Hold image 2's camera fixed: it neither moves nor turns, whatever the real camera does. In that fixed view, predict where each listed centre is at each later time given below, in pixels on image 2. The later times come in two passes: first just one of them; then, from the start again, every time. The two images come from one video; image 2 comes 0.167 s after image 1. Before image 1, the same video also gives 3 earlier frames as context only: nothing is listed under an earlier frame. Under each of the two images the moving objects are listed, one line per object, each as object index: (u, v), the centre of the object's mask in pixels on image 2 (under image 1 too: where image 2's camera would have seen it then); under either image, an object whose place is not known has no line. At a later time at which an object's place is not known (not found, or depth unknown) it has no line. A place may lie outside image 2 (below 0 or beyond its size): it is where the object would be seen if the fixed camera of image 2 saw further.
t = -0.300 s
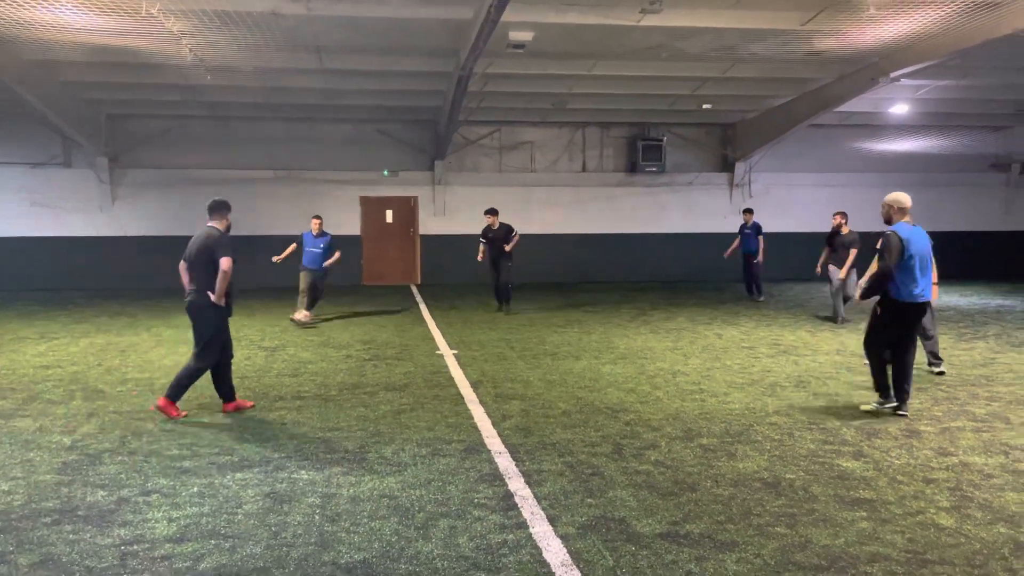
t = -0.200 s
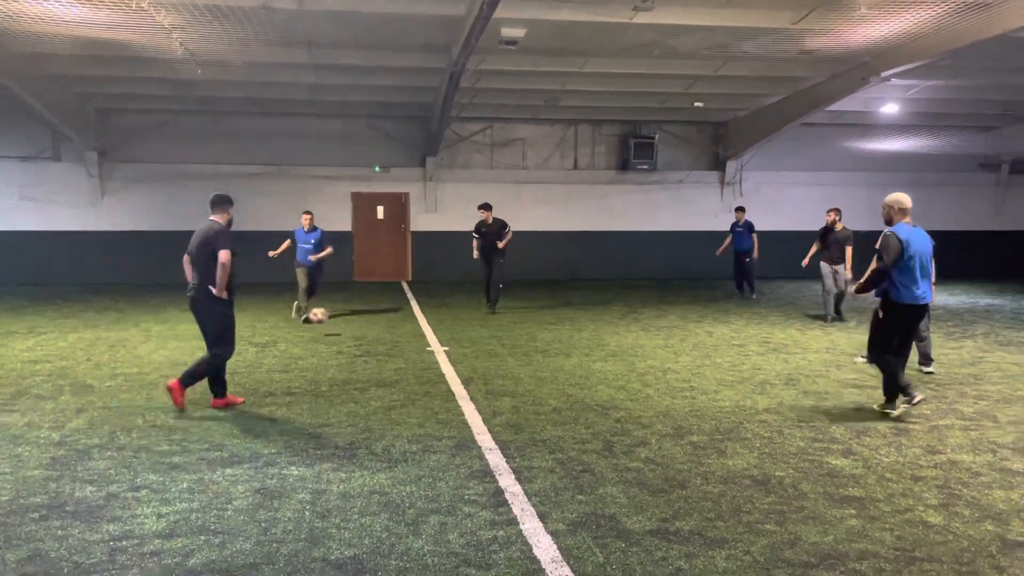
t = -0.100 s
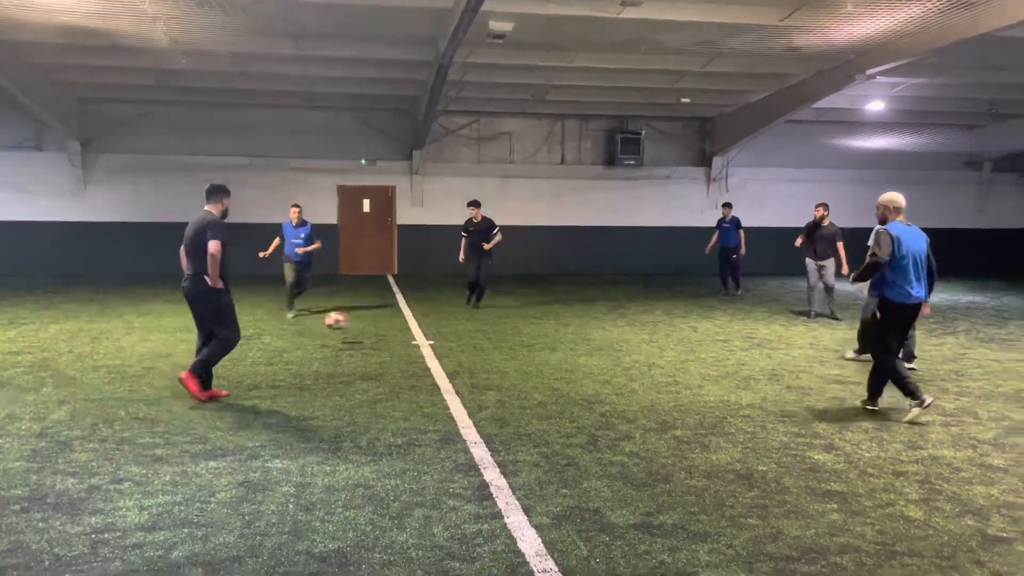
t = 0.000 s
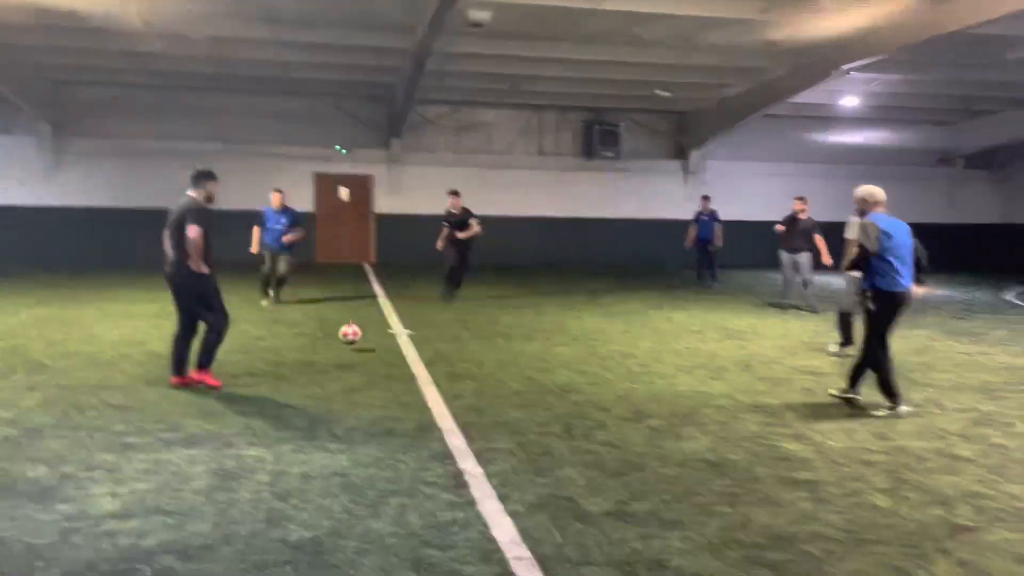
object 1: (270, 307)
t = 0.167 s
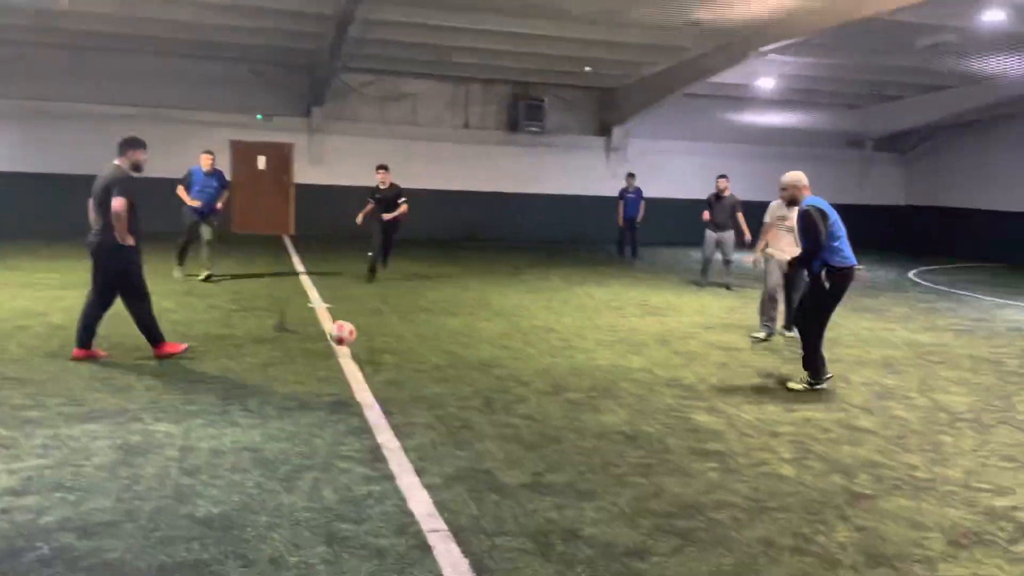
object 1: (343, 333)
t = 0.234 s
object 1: (377, 347)
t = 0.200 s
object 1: (359, 339)
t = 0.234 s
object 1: (377, 347)
